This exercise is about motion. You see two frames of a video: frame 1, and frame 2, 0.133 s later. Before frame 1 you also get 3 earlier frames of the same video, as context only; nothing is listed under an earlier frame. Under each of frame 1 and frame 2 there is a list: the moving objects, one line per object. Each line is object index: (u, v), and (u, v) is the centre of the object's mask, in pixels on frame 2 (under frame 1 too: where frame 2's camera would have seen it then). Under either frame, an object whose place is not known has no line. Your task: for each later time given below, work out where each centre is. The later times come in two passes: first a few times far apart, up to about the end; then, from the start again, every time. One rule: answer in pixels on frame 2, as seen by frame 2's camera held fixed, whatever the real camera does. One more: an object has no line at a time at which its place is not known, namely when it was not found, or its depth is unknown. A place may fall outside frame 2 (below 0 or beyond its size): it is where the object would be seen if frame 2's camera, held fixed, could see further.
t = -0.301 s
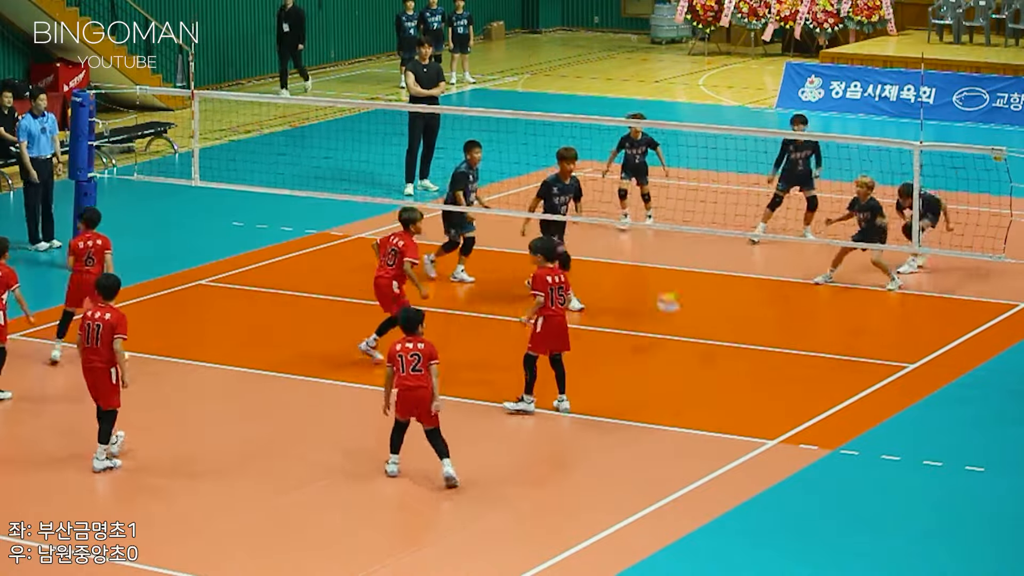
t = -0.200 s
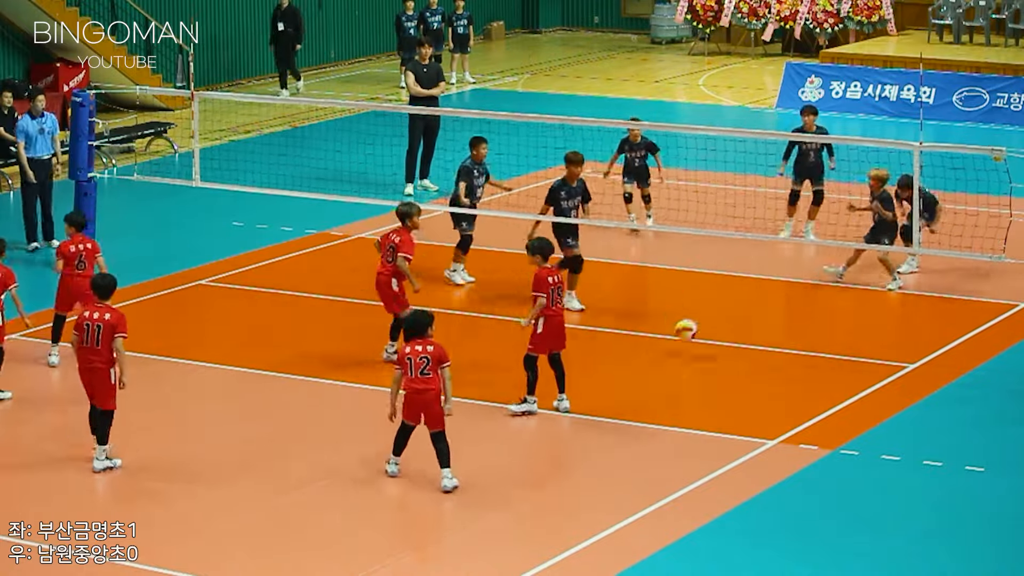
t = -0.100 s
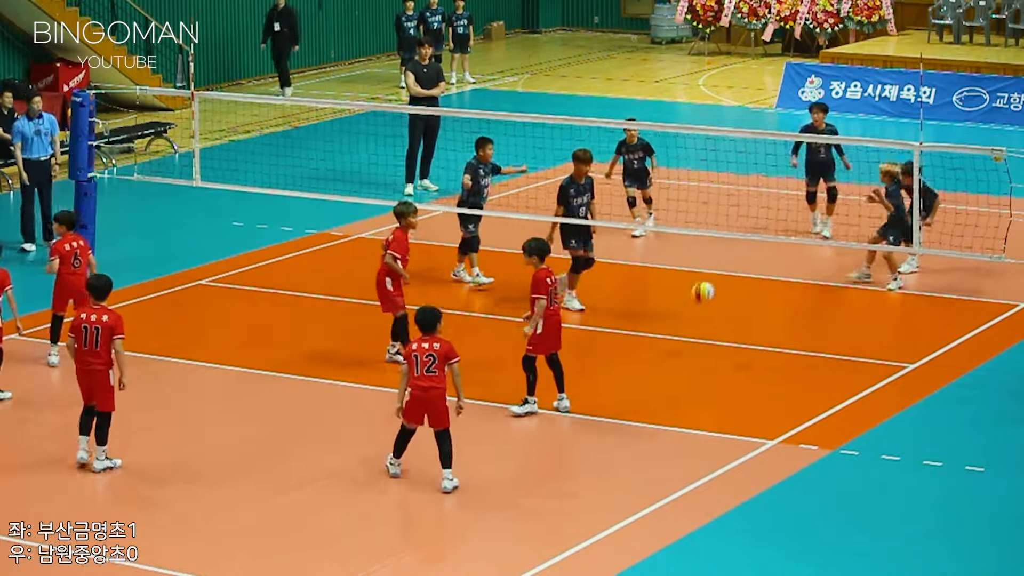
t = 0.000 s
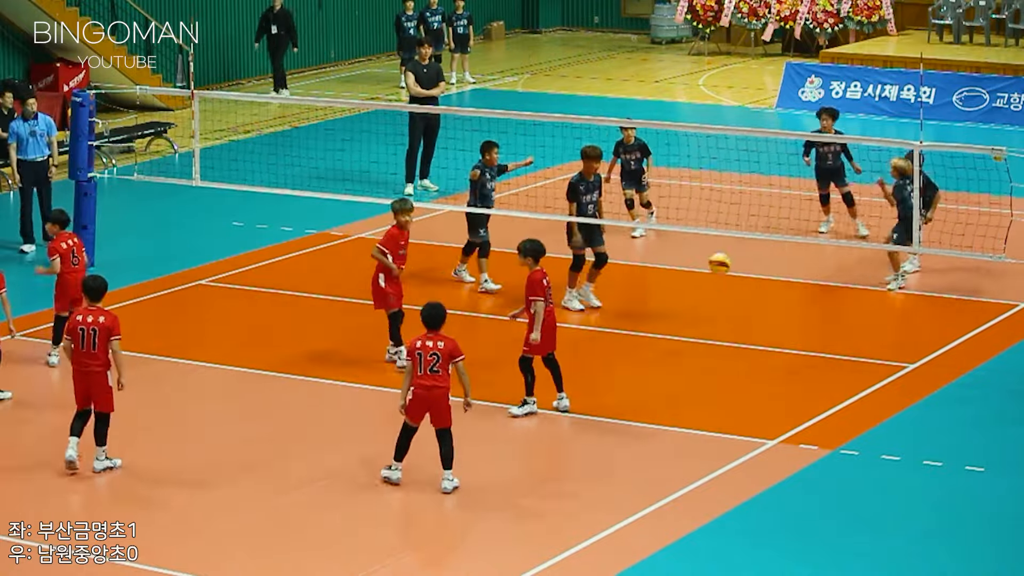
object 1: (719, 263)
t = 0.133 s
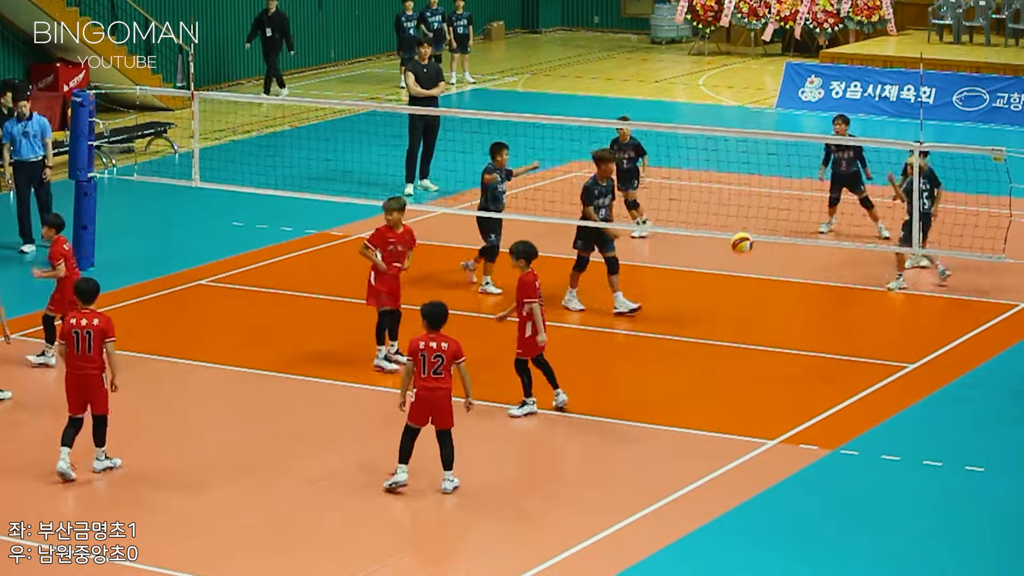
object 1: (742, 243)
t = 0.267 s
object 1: (764, 240)
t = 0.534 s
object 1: (811, 292)
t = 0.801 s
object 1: (854, 340)
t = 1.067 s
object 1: (901, 307)
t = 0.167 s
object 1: (747, 240)
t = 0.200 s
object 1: (754, 239)
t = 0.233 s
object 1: (760, 239)
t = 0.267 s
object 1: (764, 240)
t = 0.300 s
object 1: (771, 243)
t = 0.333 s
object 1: (776, 246)
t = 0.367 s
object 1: (782, 251)
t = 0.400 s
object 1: (788, 257)
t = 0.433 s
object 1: (793, 264)
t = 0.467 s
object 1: (799, 272)
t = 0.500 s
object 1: (805, 282)
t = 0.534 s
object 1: (811, 292)
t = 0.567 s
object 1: (816, 305)
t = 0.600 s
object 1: (820, 318)
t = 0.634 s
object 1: (826, 332)
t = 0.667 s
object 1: (832, 347)
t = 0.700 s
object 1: (836, 366)
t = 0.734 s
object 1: (843, 359)
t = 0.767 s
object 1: (849, 349)
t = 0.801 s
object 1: (854, 340)
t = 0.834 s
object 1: (860, 332)
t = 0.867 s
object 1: (866, 324)
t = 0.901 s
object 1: (872, 319)
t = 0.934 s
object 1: (878, 314)
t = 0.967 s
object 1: (884, 311)
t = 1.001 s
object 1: (890, 308)
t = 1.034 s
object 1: (895, 307)
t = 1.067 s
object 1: (901, 307)
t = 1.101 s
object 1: (907, 308)
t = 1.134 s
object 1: (913, 311)
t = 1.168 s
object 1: (918, 314)
